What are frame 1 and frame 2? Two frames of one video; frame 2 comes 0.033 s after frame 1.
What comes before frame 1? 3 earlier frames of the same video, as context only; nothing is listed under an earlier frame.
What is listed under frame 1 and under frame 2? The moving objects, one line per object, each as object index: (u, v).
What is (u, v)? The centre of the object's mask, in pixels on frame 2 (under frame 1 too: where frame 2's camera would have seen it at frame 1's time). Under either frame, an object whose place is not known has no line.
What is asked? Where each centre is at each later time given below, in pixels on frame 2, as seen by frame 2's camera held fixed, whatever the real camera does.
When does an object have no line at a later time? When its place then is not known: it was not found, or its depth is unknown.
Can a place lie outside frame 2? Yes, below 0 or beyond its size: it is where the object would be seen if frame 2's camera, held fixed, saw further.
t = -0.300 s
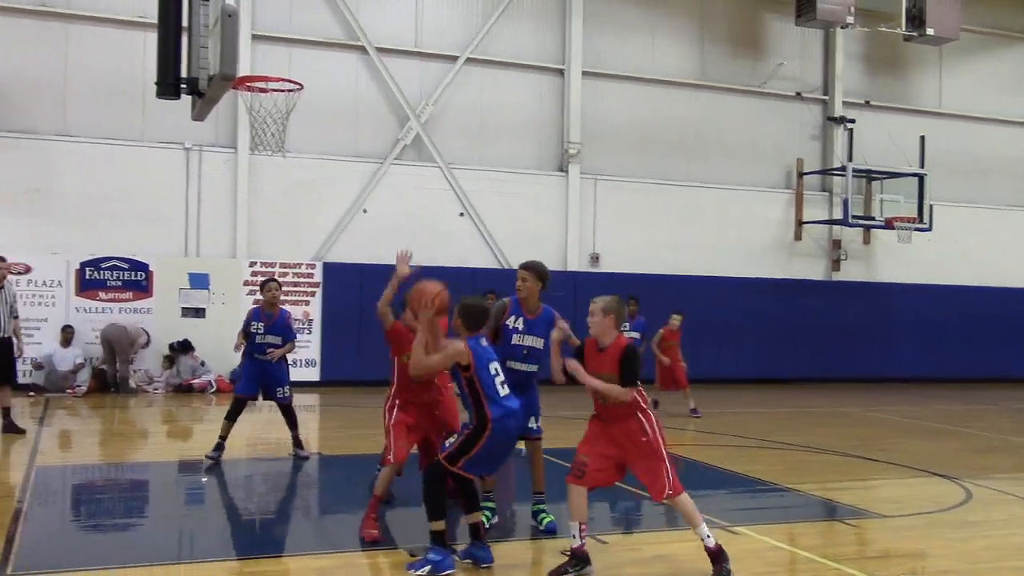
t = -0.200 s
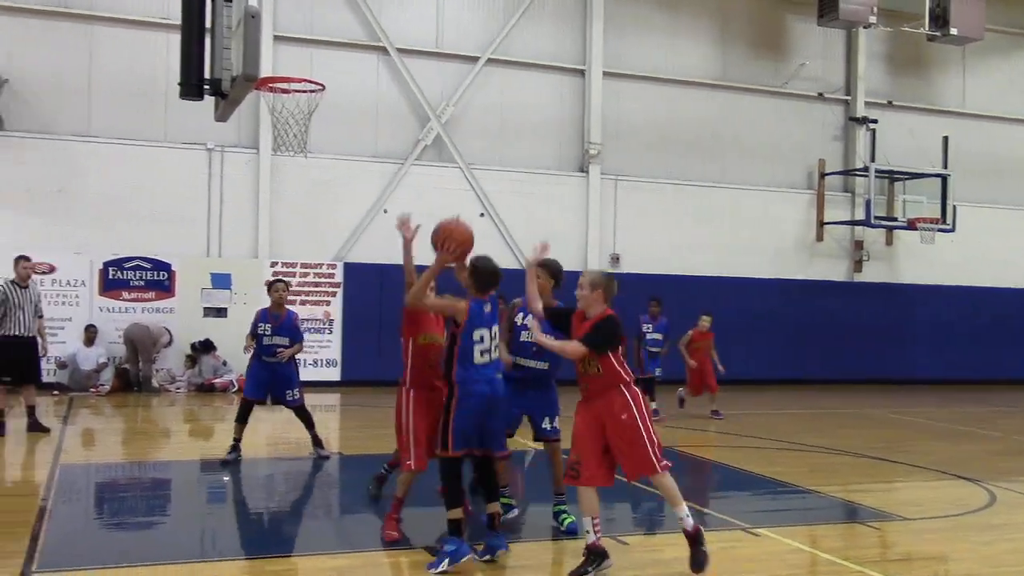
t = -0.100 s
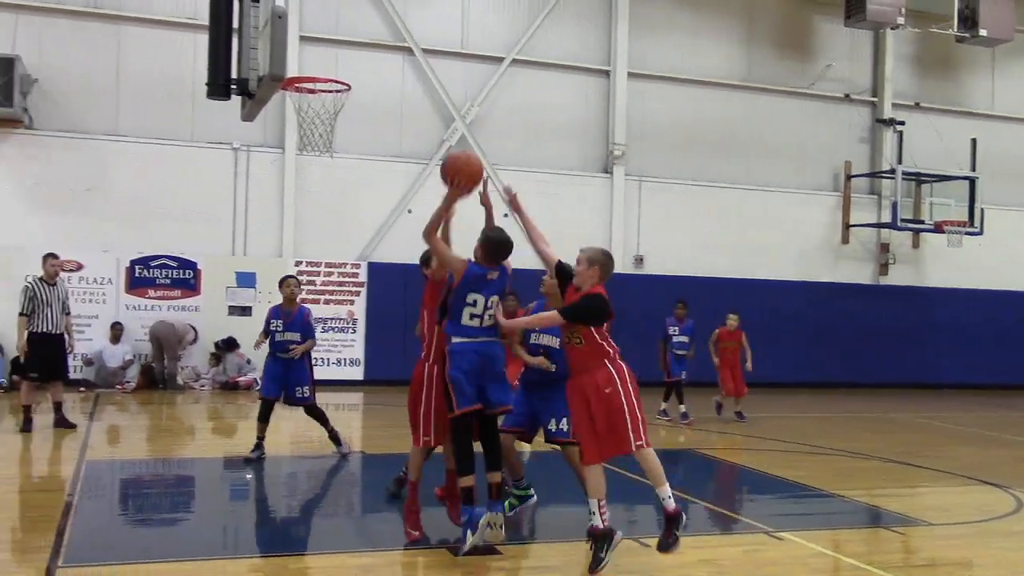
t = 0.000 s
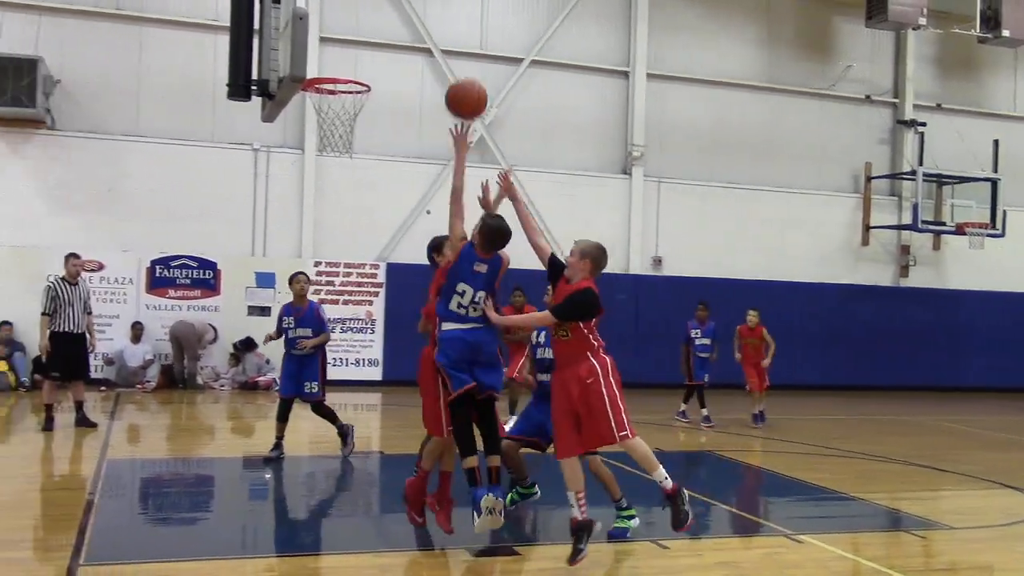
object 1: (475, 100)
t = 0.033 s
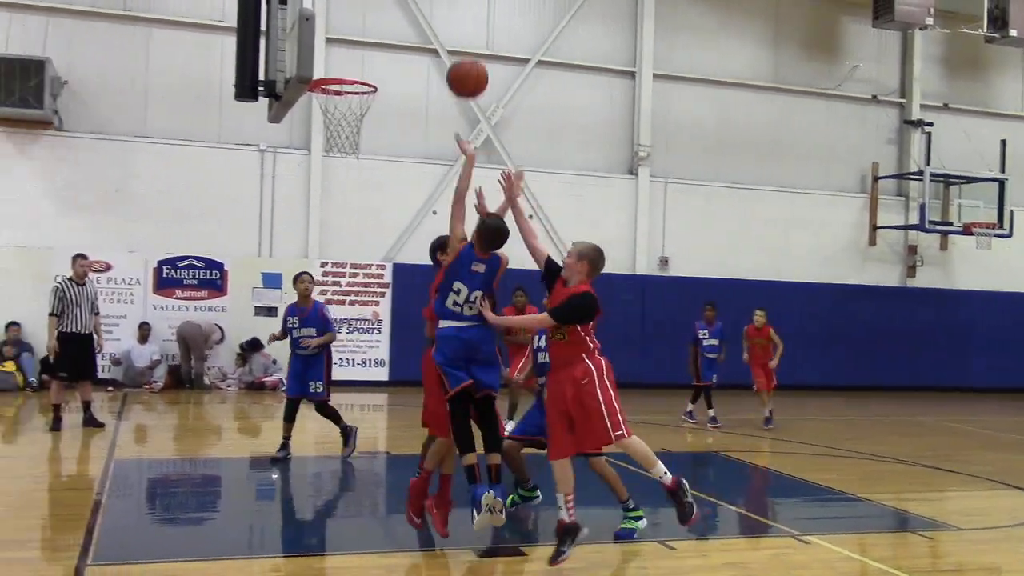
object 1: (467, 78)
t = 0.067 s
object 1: (459, 57)
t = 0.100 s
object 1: (454, 40)
